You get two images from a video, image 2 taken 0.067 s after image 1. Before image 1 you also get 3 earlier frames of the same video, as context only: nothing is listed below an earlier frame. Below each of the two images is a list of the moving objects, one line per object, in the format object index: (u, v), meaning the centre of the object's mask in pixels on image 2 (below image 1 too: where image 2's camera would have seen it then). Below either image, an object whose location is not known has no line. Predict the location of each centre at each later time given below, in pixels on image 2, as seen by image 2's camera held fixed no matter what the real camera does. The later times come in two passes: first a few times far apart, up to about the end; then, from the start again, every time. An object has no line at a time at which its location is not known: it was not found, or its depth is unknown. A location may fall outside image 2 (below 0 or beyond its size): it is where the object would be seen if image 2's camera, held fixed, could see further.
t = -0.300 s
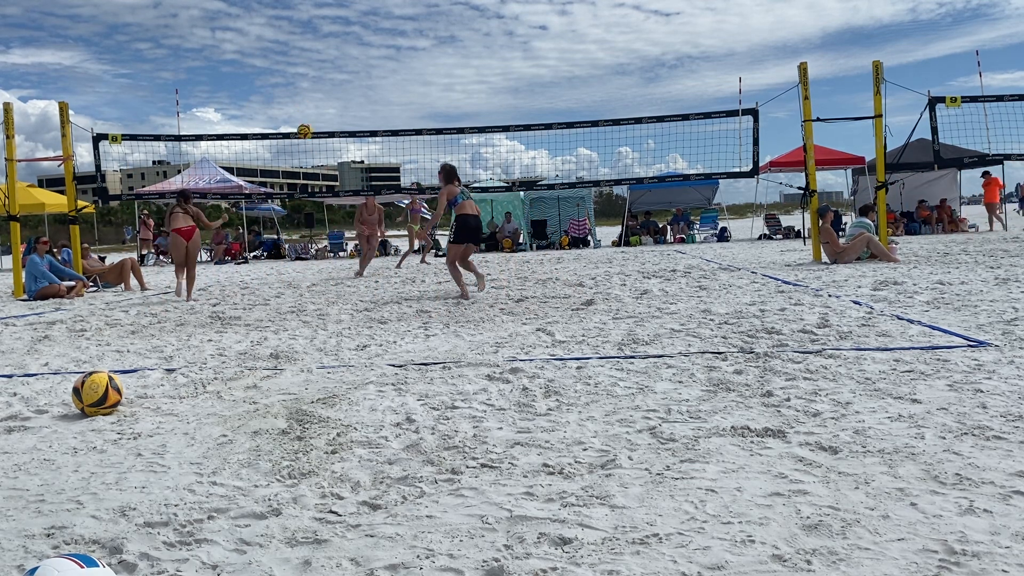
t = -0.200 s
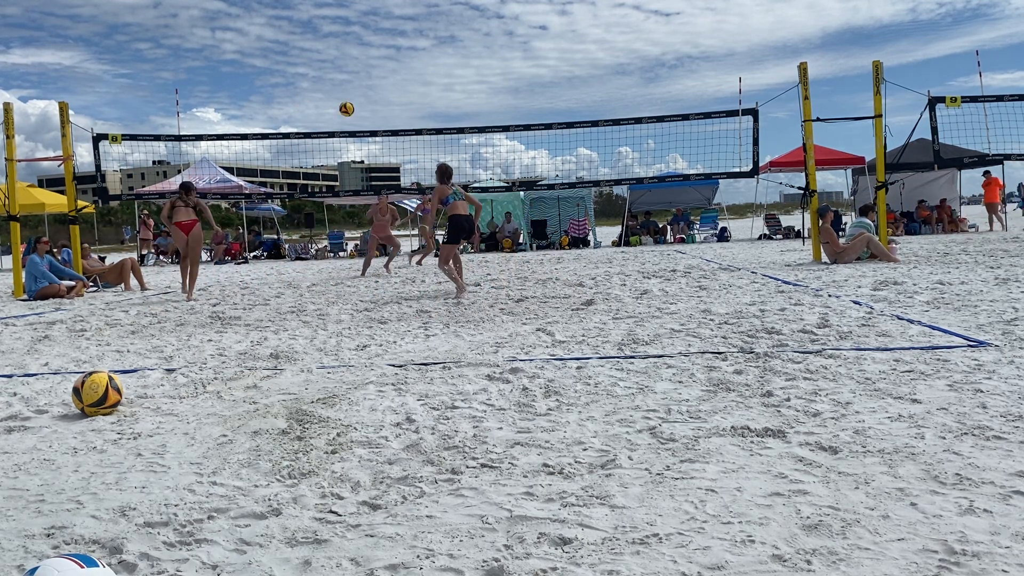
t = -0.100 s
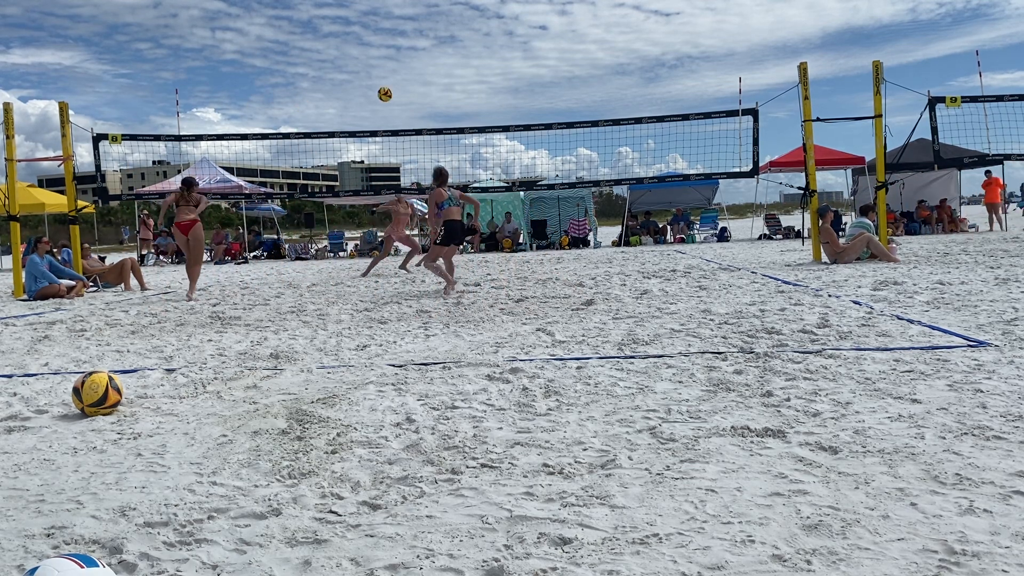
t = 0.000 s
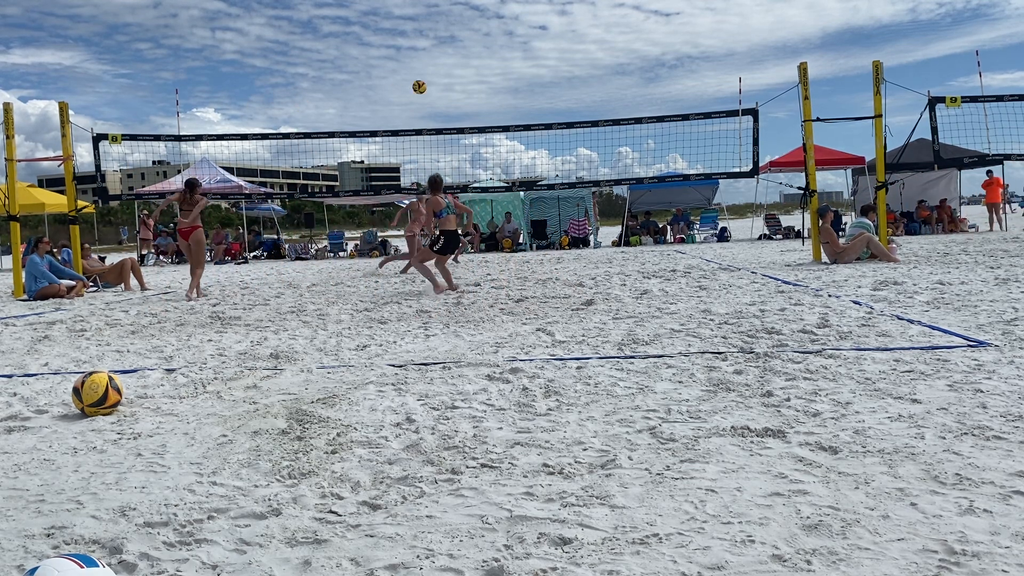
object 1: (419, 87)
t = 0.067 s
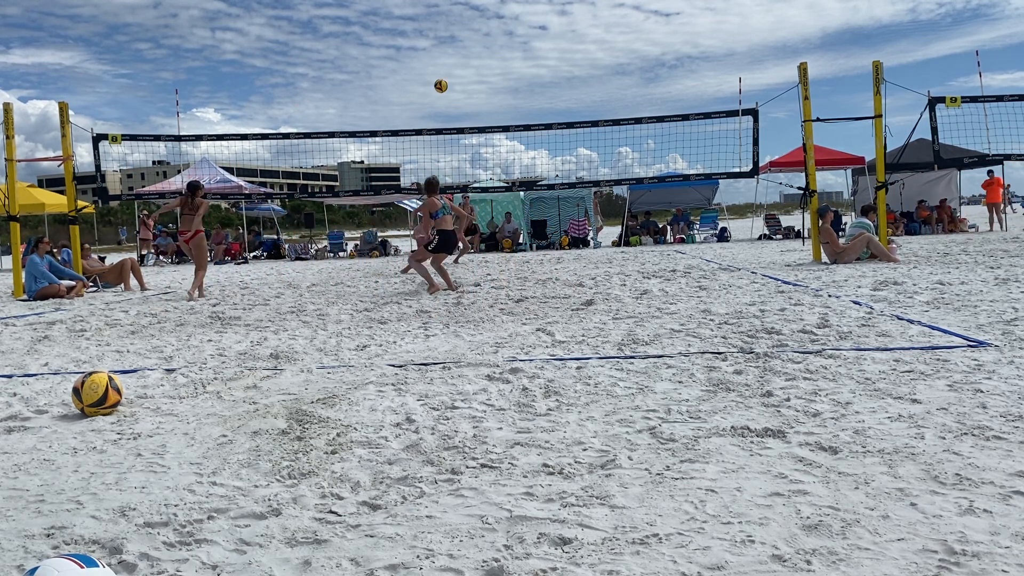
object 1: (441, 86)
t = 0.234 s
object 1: (490, 95)
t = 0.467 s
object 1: (548, 133)
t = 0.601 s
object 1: (576, 163)
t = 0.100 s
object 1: (451, 86)
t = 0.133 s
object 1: (461, 88)
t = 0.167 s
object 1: (471, 89)
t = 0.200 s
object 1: (481, 92)
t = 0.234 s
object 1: (490, 95)
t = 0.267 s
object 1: (499, 99)
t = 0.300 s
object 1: (507, 104)
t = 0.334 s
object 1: (516, 108)
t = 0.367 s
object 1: (524, 113)
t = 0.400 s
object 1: (532, 119)
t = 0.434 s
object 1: (540, 122)
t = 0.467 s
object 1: (548, 133)
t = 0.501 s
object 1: (555, 140)
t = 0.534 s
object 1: (562, 147)
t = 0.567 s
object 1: (569, 155)
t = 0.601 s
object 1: (576, 163)
